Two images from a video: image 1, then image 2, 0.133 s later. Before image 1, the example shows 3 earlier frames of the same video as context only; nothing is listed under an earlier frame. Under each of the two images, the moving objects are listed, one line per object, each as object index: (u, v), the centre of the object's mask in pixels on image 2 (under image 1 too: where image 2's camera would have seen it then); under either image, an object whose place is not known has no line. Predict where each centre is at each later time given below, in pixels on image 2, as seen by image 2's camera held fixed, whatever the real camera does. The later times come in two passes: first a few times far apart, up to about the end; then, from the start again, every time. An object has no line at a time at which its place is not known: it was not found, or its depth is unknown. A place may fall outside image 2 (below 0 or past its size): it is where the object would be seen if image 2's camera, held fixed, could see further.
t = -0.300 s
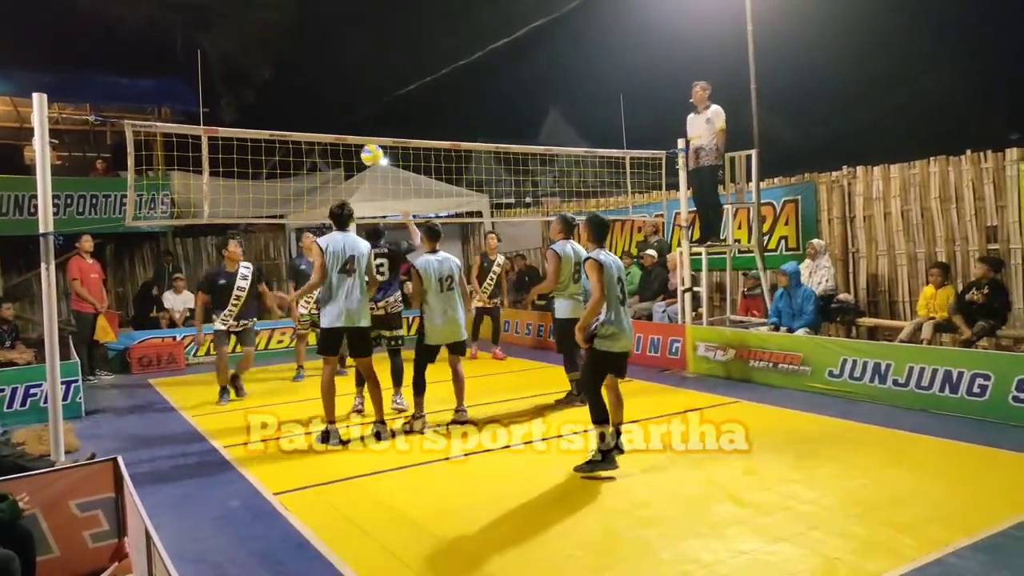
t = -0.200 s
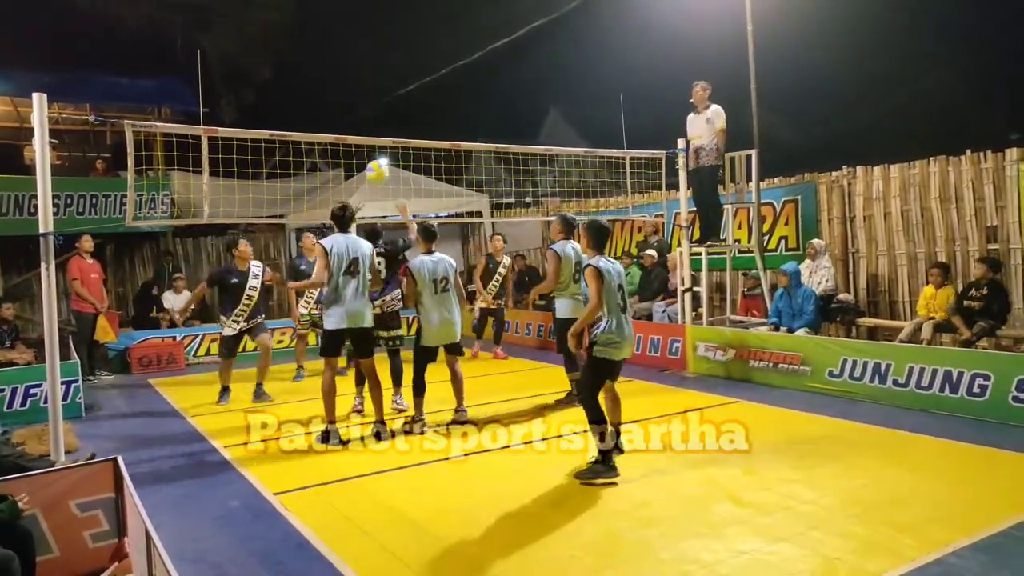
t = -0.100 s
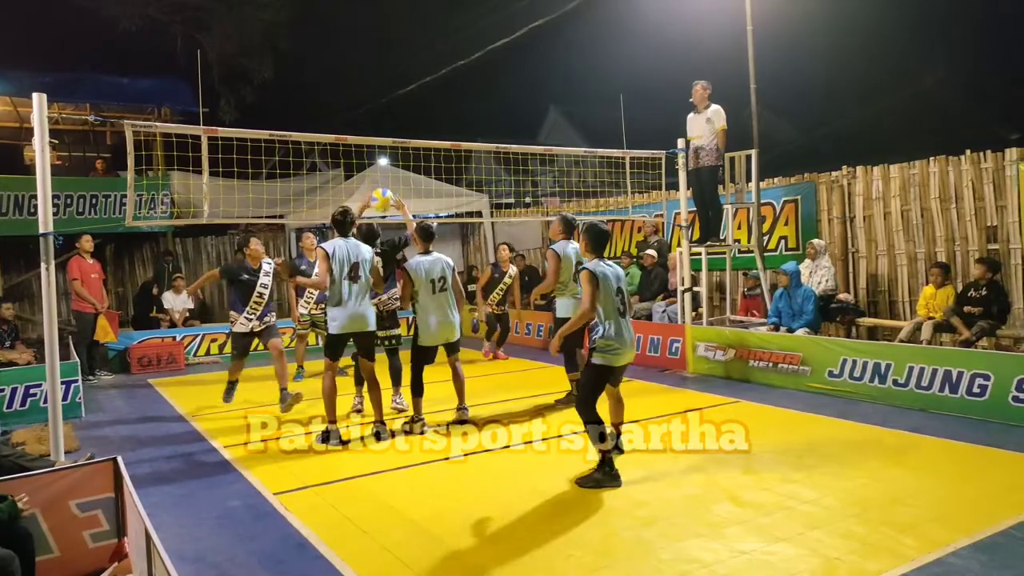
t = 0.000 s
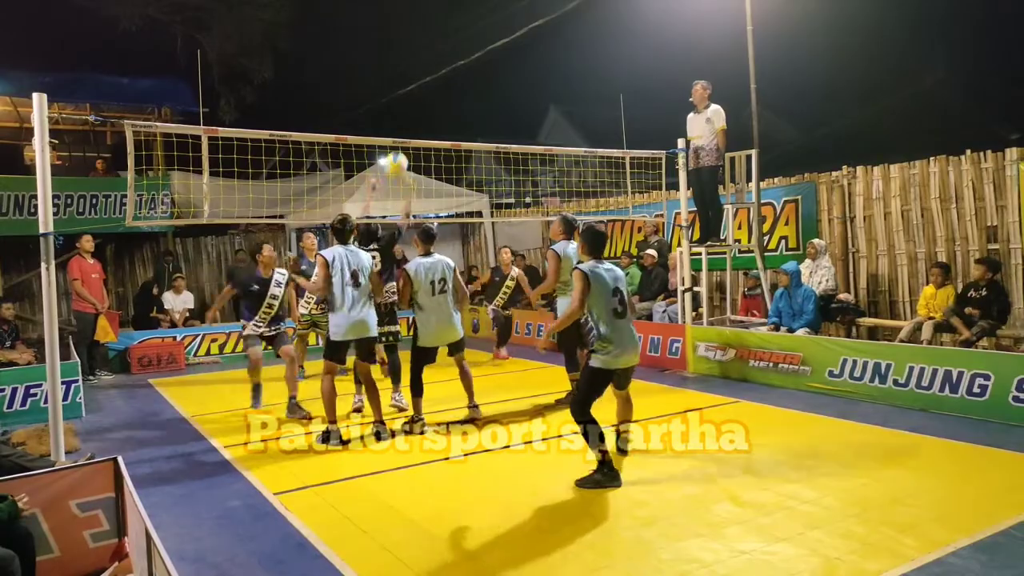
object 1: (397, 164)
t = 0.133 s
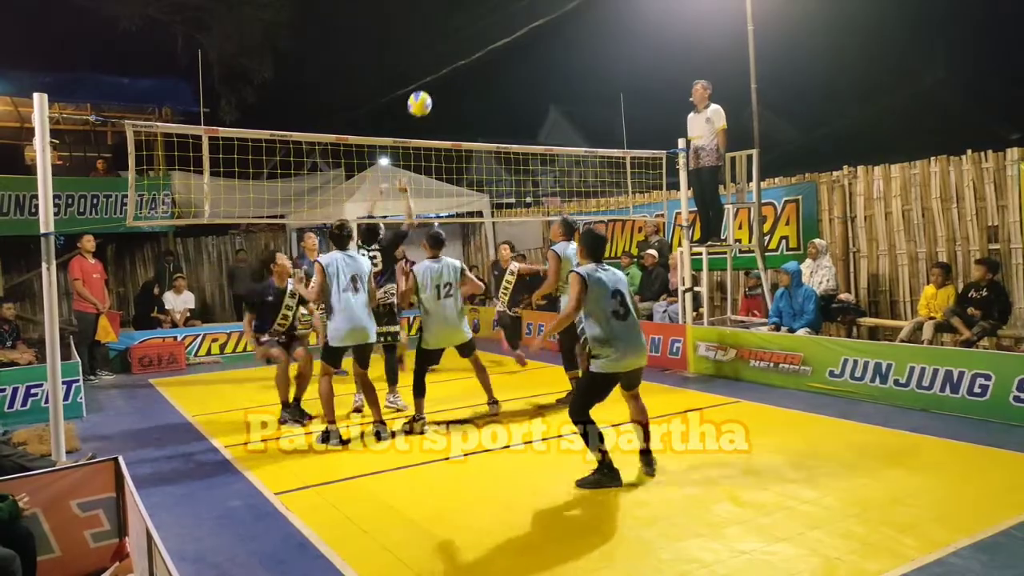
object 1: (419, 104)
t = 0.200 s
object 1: (431, 82)
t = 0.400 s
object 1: (466, 47)
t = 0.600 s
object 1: (500, 56)
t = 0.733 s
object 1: (522, 84)
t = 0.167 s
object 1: (425, 92)
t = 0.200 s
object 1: (431, 82)
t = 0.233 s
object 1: (437, 72)
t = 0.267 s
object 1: (443, 64)
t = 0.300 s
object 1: (449, 58)
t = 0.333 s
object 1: (454, 53)
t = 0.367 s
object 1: (460, 49)
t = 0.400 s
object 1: (466, 47)
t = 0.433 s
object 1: (472, 46)
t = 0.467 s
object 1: (478, 46)
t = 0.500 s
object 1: (483, 47)
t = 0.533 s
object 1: (489, 49)
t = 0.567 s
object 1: (494, 52)
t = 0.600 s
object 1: (500, 56)
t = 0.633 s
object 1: (505, 62)
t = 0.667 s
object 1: (511, 68)
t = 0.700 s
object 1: (516, 76)
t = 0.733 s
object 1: (522, 84)
